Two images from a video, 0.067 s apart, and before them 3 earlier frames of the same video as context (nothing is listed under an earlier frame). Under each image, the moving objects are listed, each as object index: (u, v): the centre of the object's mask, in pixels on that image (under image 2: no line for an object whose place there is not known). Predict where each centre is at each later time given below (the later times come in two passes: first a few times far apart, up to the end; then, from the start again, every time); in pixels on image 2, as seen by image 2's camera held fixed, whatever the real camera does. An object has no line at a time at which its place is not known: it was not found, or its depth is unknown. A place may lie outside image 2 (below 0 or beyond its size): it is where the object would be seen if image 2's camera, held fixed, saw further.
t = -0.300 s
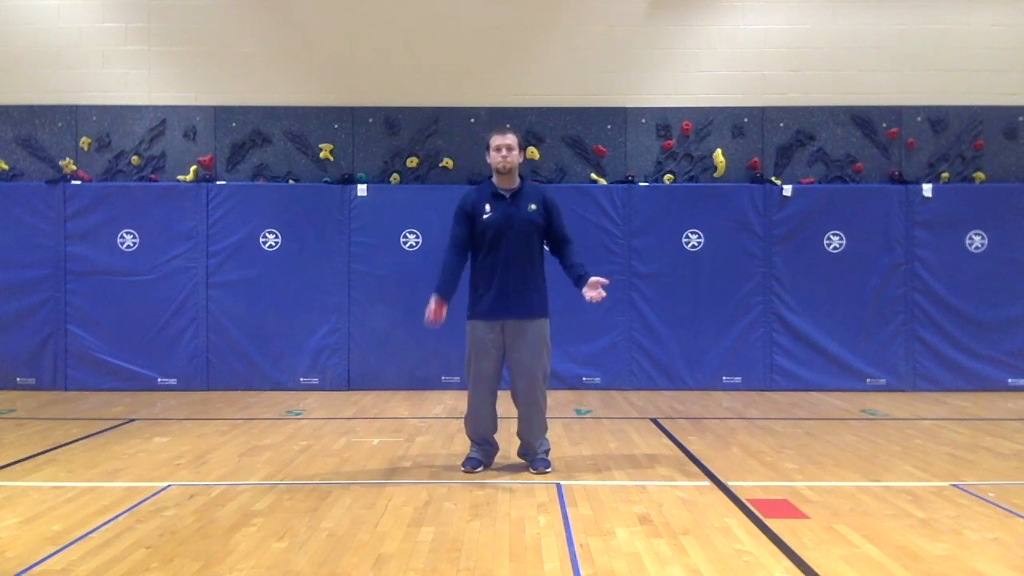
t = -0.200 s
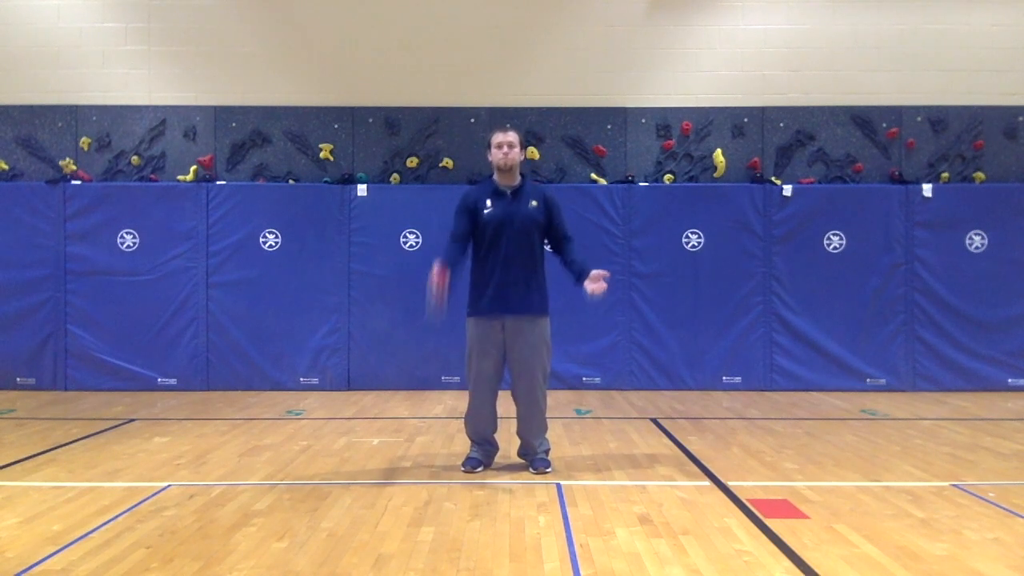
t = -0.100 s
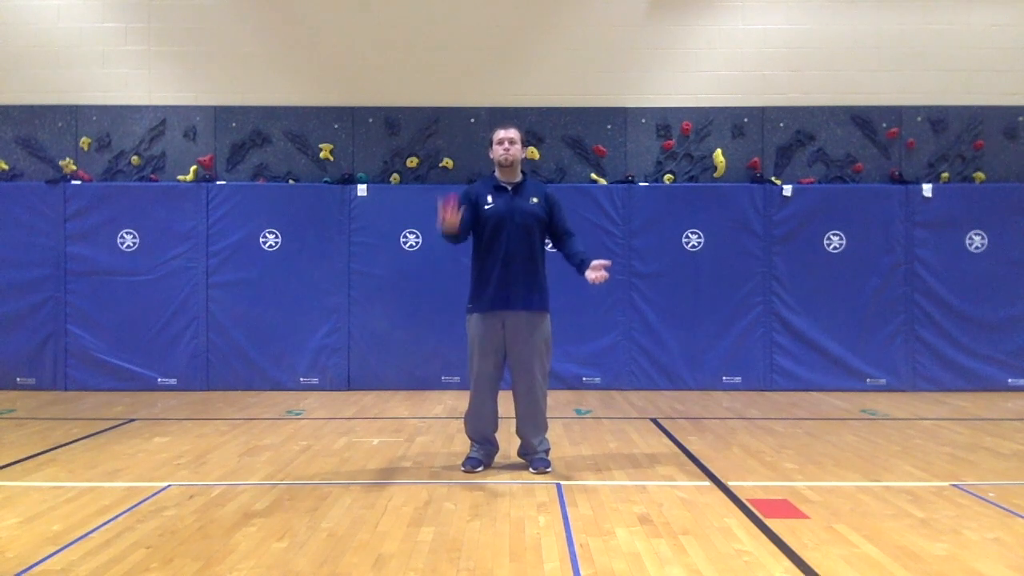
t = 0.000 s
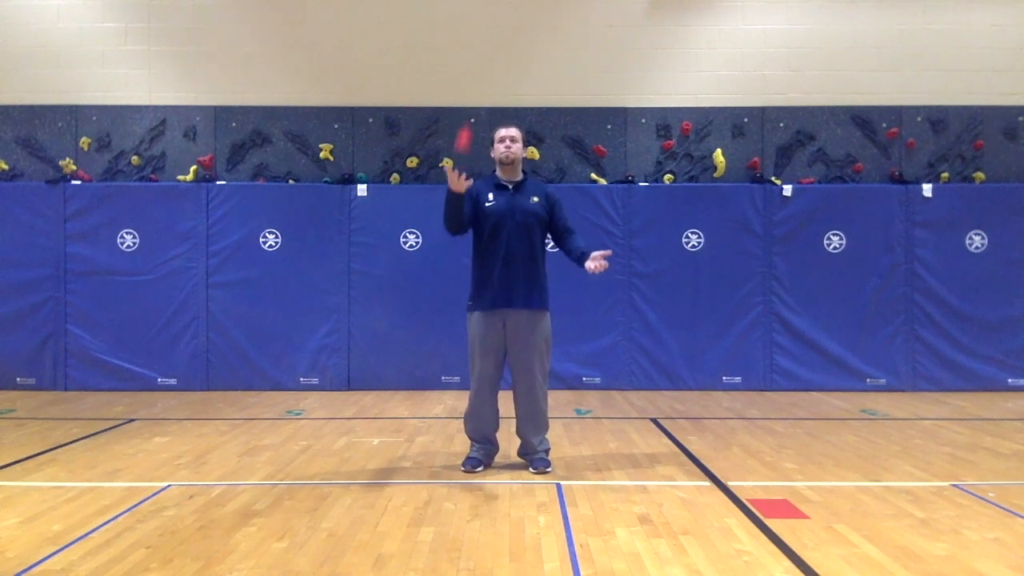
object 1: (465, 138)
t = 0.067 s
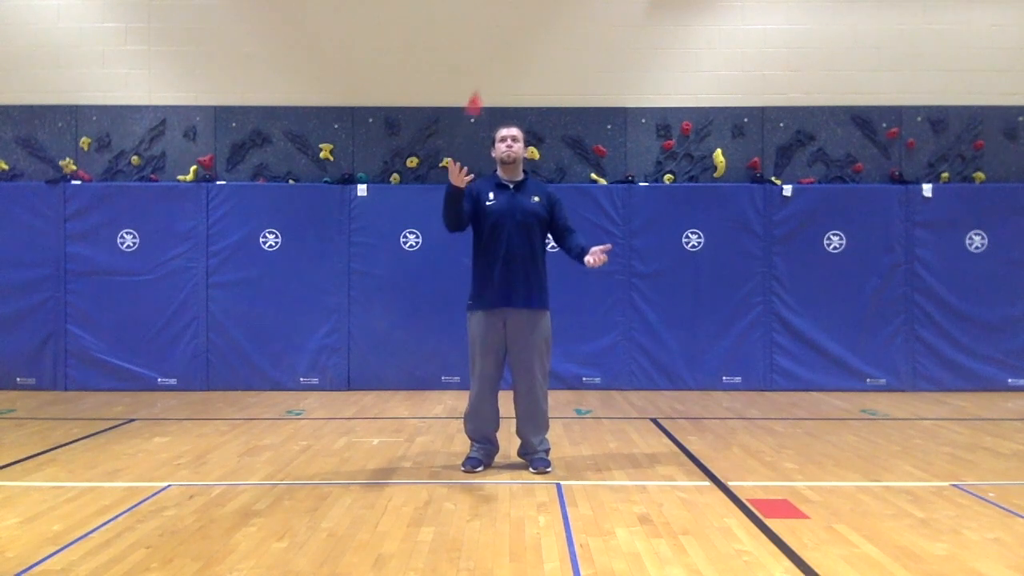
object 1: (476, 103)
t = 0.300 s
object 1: (514, 51)
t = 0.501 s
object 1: (544, 104)
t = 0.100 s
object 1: (483, 88)
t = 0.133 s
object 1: (489, 77)
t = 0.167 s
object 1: (497, 66)
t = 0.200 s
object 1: (502, 59)
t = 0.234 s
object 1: (505, 54)
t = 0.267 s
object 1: (510, 52)
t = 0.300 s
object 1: (514, 51)
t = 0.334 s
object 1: (517, 54)
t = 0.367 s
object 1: (523, 58)
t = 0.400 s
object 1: (528, 66)
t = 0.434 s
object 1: (534, 76)
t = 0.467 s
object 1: (539, 88)
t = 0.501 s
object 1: (544, 104)
